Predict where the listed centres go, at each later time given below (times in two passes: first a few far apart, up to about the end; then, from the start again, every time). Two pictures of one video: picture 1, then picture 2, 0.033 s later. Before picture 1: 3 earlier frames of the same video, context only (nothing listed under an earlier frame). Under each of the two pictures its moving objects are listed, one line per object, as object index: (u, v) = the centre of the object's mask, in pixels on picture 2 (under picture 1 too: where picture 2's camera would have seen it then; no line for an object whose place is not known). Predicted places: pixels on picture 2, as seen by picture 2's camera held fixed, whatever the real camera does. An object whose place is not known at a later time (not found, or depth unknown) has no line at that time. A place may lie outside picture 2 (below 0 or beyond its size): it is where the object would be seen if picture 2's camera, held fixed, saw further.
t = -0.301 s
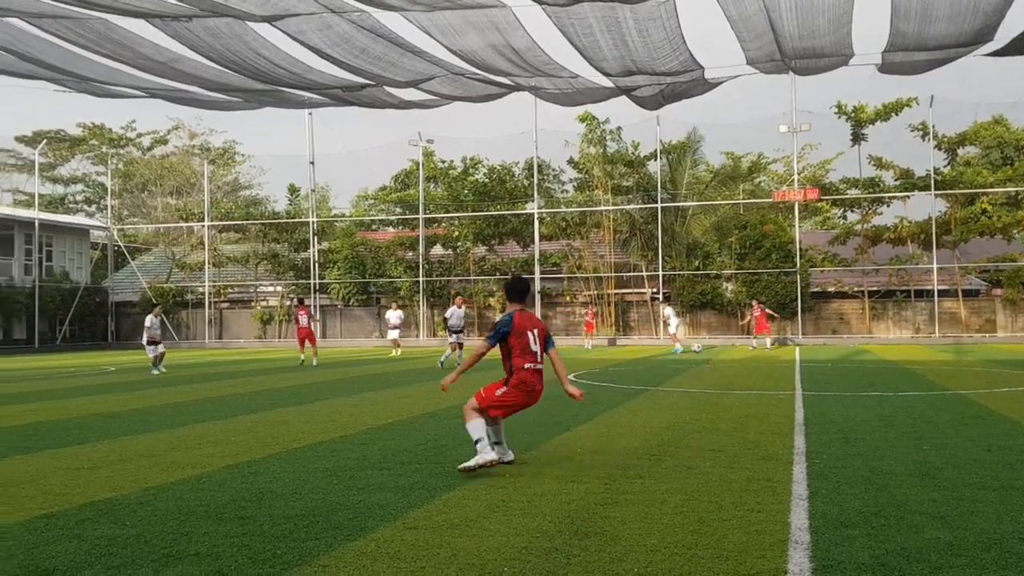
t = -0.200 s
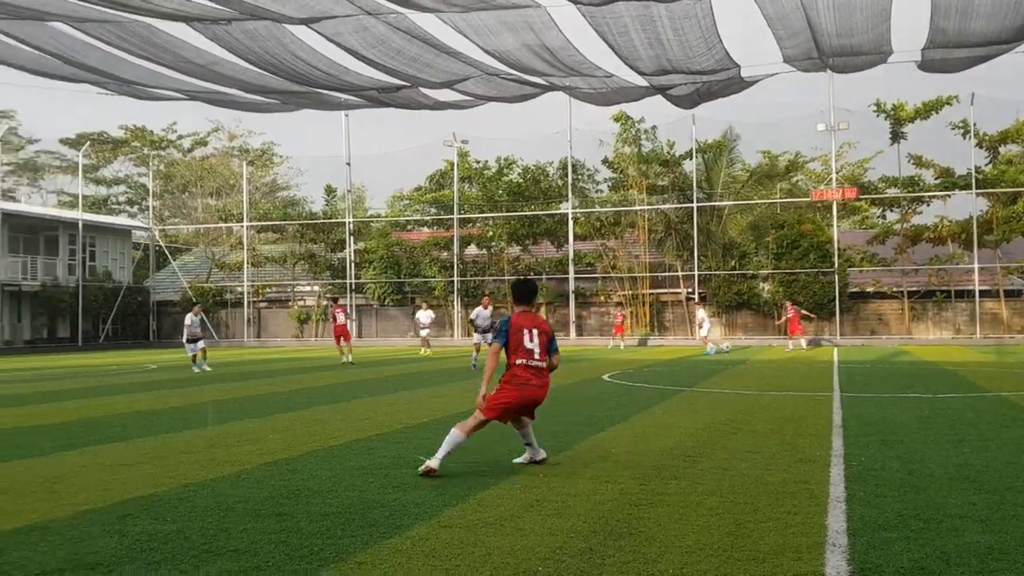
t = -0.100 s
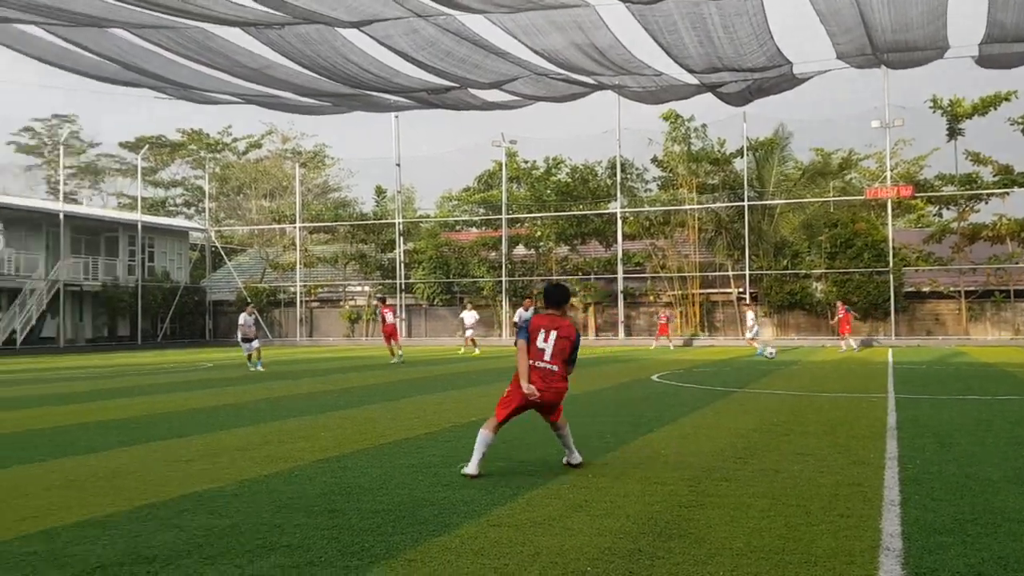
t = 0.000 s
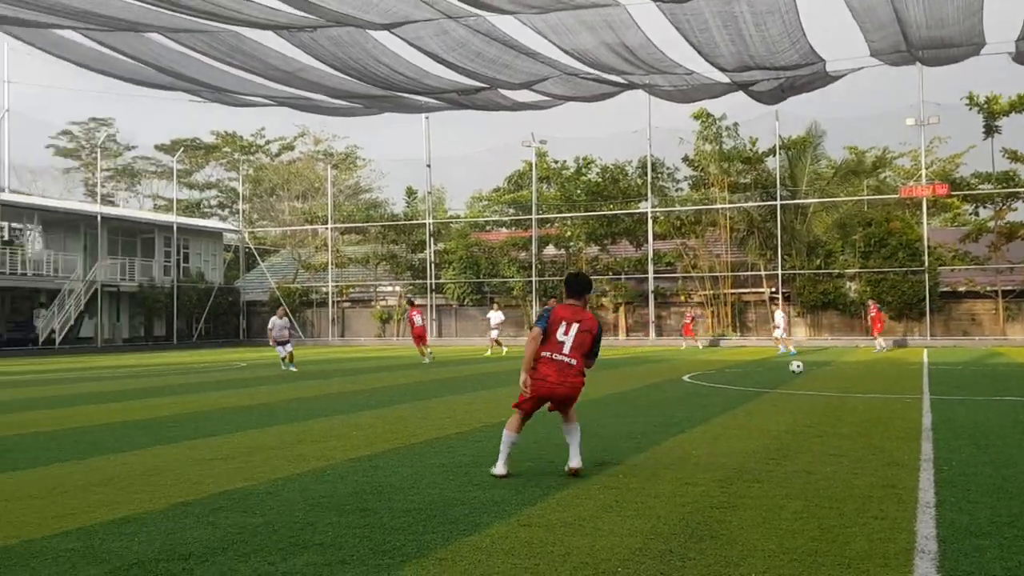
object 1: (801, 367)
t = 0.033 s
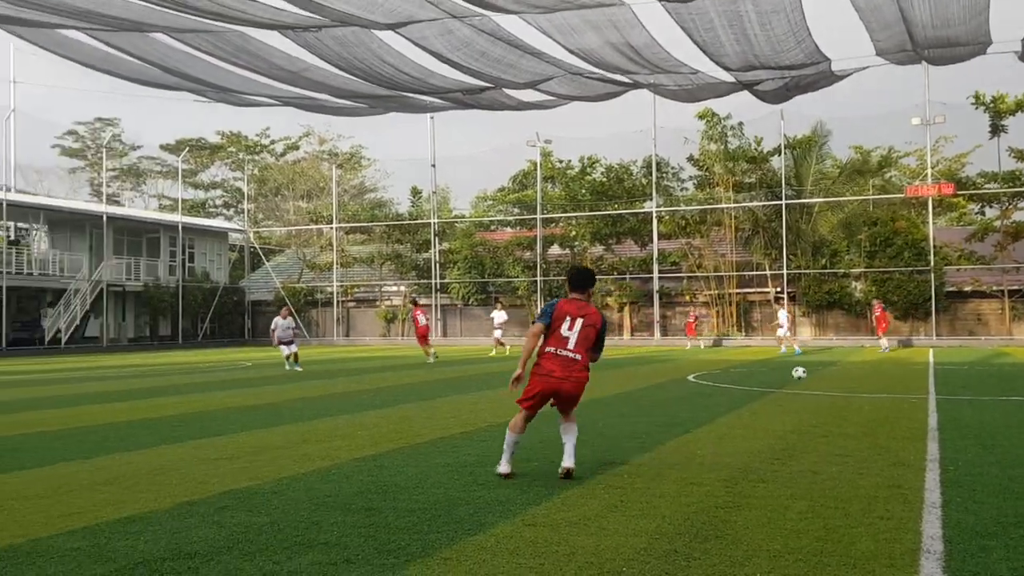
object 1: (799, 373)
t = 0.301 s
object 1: (781, 361)
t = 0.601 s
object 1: (759, 410)
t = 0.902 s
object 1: (730, 414)
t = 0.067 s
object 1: (796, 382)
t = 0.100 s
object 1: (794, 381)
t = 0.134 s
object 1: (792, 375)
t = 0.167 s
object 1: (790, 370)
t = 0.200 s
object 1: (788, 367)
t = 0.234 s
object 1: (786, 364)
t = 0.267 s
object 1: (784, 362)
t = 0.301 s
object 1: (781, 361)
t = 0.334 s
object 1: (779, 361)
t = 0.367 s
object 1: (777, 362)
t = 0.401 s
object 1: (774, 364)
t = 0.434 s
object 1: (772, 368)
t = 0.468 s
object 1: (770, 373)
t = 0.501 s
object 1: (767, 379)
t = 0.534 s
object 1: (765, 388)
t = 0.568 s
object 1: (762, 398)
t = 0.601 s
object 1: (759, 410)
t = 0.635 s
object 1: (757, 426)
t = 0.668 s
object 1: (754, 425)
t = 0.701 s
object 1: (751, 420)
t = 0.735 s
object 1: (748, 415)
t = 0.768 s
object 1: (745, 412)
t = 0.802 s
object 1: (742, 411)
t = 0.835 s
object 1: (738, 409)
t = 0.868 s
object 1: (735, 411)
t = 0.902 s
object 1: (730, 414)
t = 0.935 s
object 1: (727, 420)
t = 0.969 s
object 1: (723, 427)
